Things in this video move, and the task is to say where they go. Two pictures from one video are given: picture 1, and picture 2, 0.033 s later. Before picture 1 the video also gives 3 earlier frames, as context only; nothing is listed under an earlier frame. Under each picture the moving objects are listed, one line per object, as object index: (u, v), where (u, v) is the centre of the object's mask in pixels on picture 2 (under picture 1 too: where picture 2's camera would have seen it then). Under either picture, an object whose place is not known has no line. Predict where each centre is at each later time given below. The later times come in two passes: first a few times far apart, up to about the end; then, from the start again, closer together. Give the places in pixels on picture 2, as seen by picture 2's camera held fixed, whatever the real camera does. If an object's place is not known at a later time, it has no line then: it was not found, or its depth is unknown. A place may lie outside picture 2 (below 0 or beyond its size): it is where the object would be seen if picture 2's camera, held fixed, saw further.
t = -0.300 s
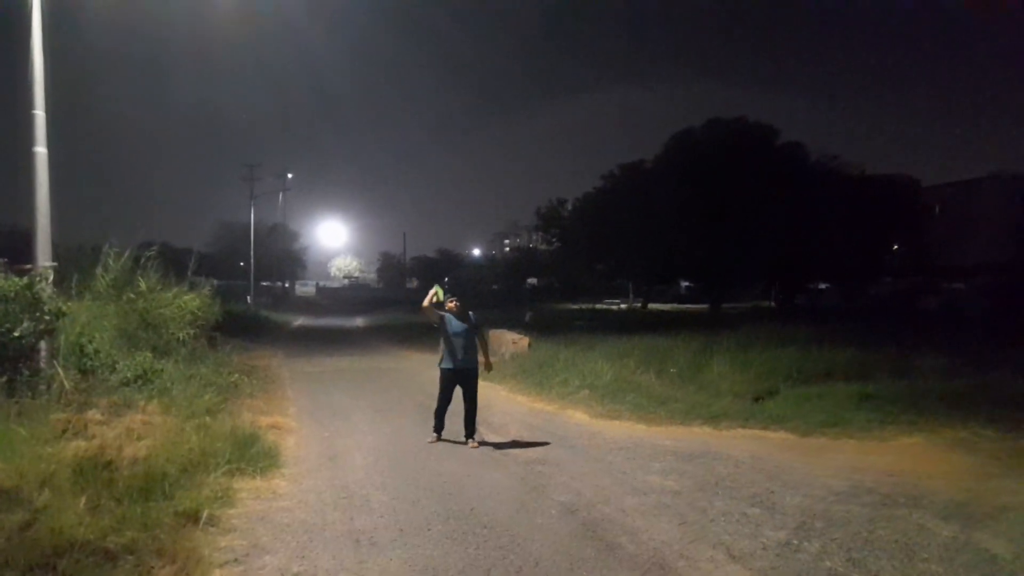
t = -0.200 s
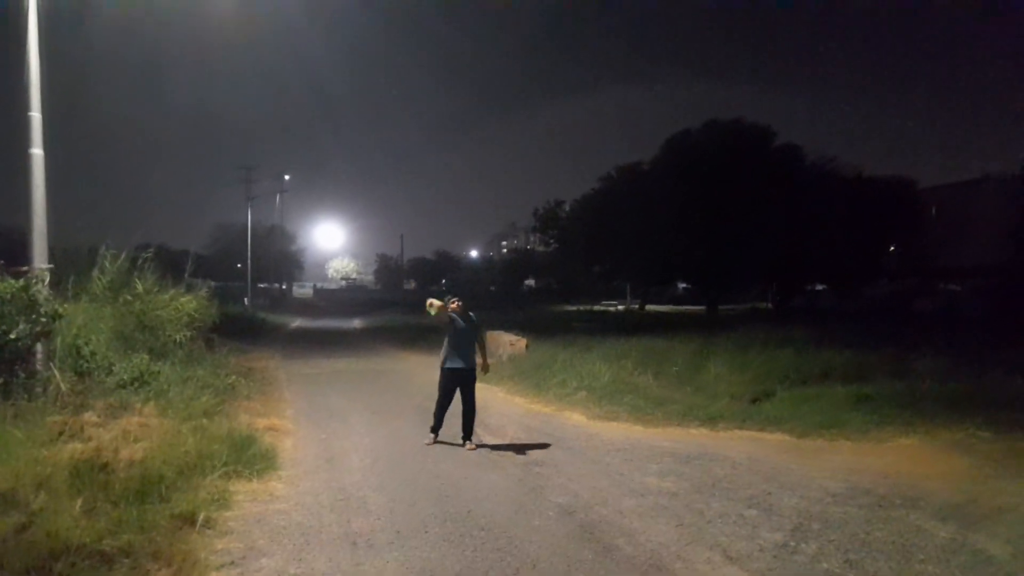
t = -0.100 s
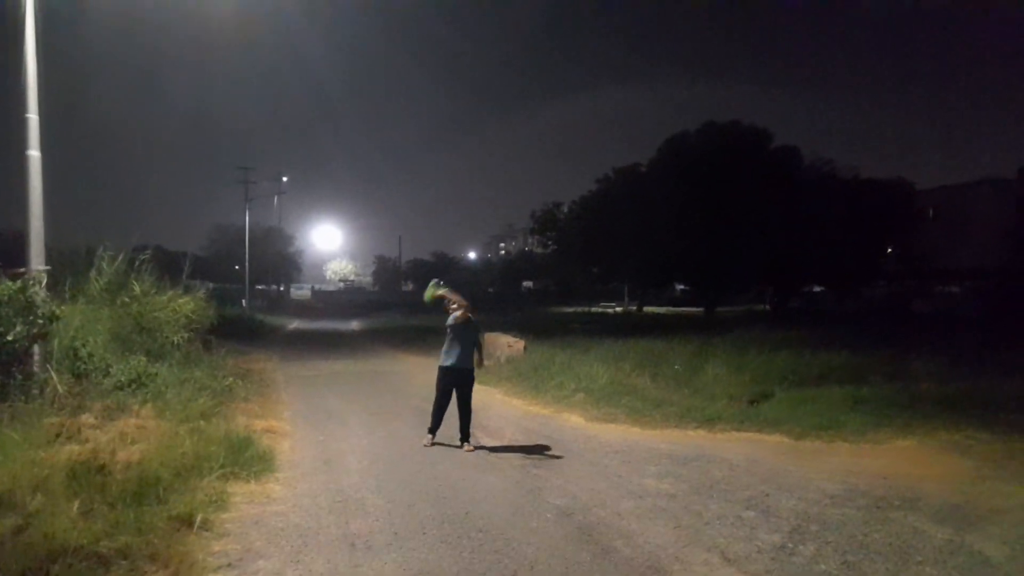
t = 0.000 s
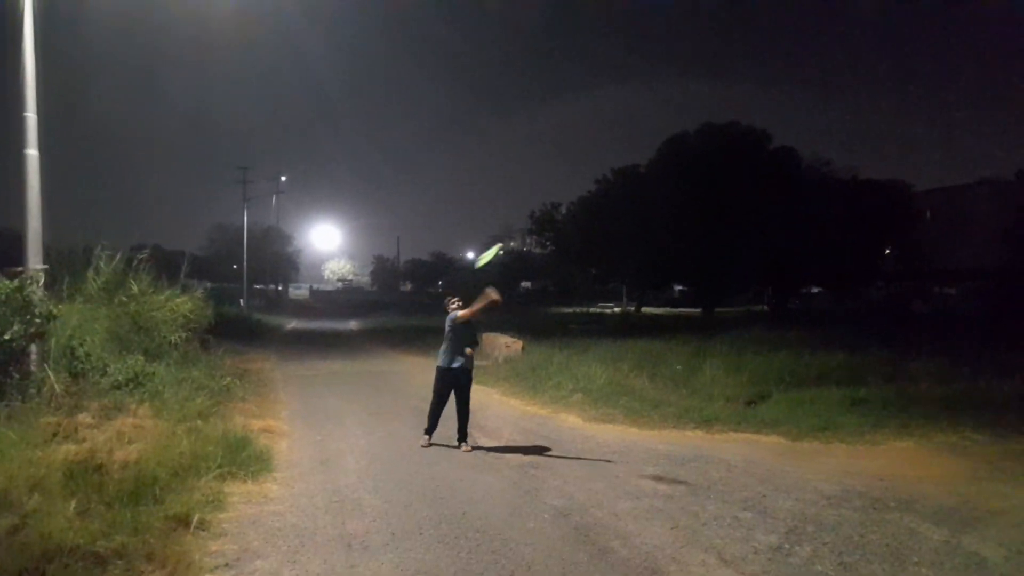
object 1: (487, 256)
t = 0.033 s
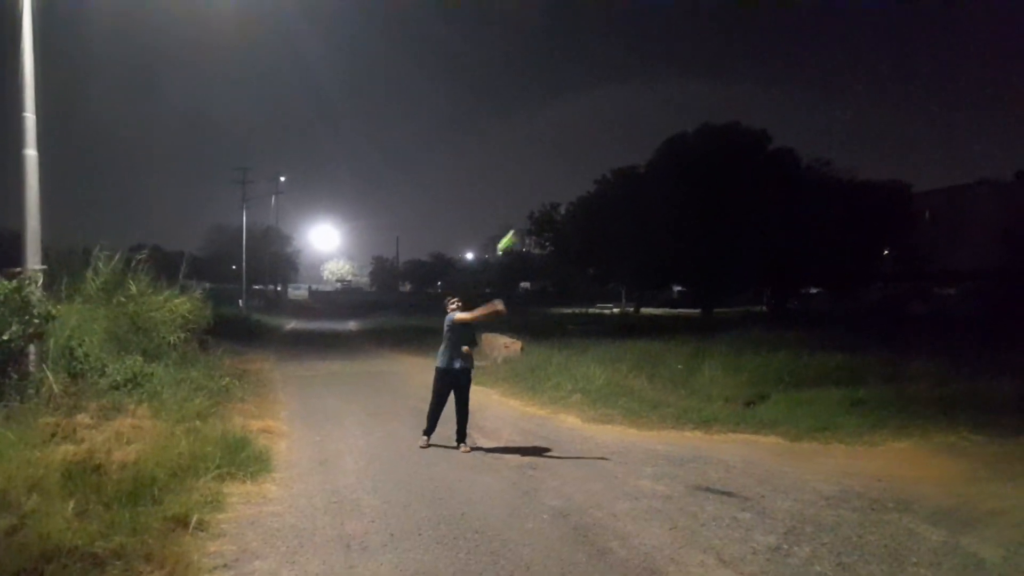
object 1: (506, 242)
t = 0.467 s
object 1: (409, 75)
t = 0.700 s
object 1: (344, 92)
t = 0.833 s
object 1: (327, 116)
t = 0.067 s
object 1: (518, 228)
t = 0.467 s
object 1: (409, 75)
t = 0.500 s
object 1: (397, 74)
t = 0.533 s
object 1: (386, 74)
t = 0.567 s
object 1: (376, 75)
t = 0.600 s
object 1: (366, 78)
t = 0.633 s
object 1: (358, 82)
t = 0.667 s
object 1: (351, 86)
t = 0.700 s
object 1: (344, 92)
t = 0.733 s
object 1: (338, 97)
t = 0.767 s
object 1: (333, 103)
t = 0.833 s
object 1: (327, 116)
